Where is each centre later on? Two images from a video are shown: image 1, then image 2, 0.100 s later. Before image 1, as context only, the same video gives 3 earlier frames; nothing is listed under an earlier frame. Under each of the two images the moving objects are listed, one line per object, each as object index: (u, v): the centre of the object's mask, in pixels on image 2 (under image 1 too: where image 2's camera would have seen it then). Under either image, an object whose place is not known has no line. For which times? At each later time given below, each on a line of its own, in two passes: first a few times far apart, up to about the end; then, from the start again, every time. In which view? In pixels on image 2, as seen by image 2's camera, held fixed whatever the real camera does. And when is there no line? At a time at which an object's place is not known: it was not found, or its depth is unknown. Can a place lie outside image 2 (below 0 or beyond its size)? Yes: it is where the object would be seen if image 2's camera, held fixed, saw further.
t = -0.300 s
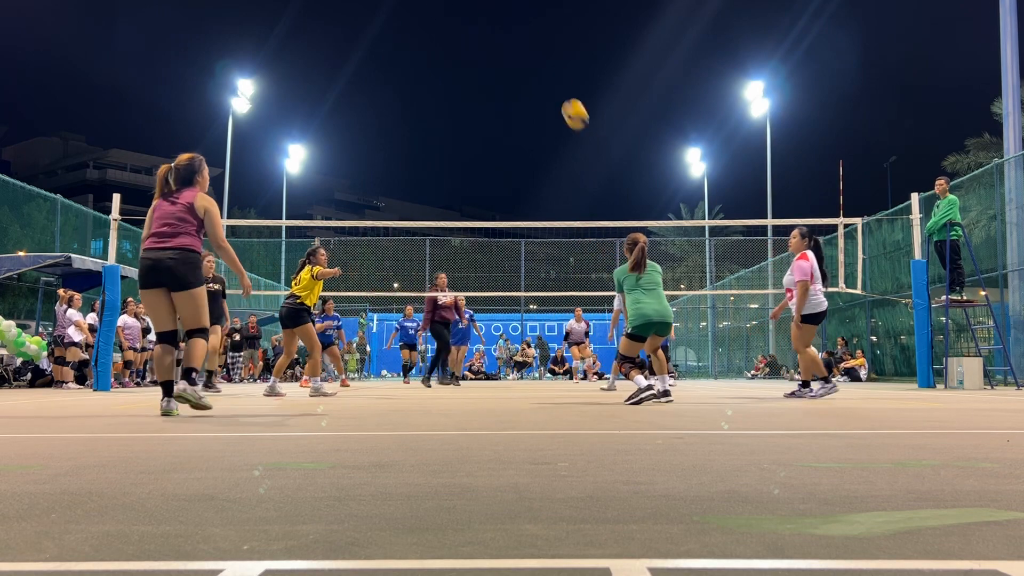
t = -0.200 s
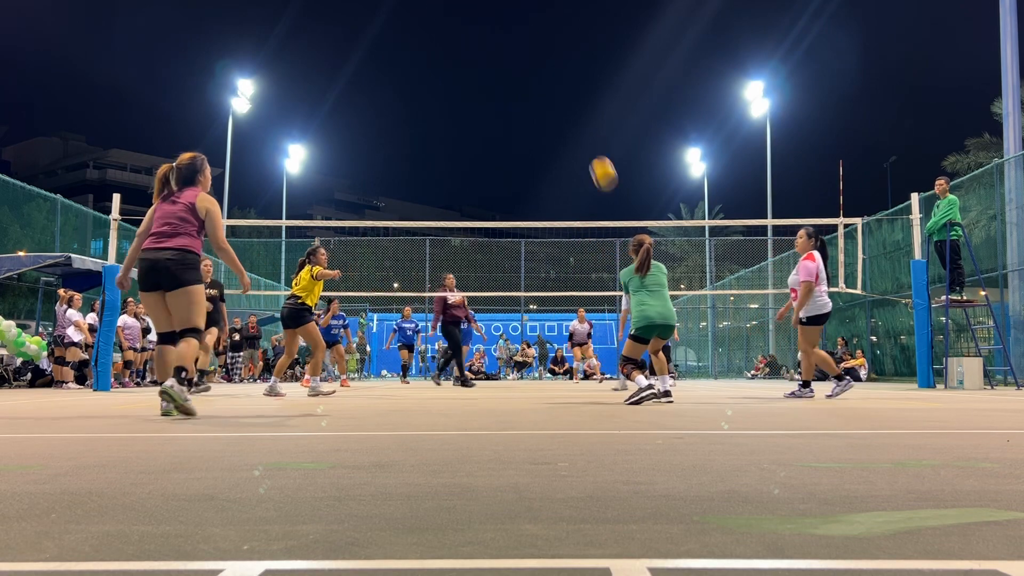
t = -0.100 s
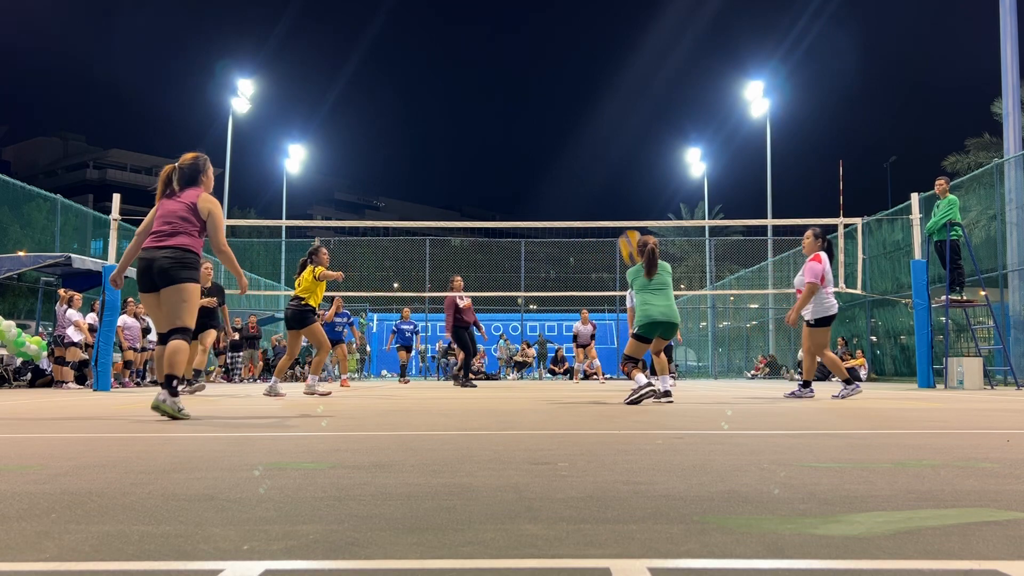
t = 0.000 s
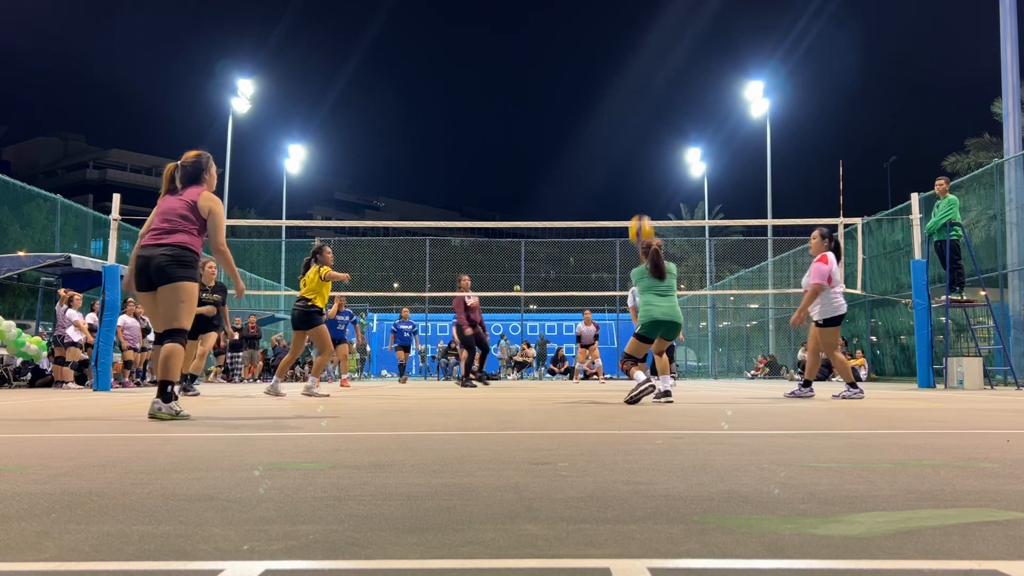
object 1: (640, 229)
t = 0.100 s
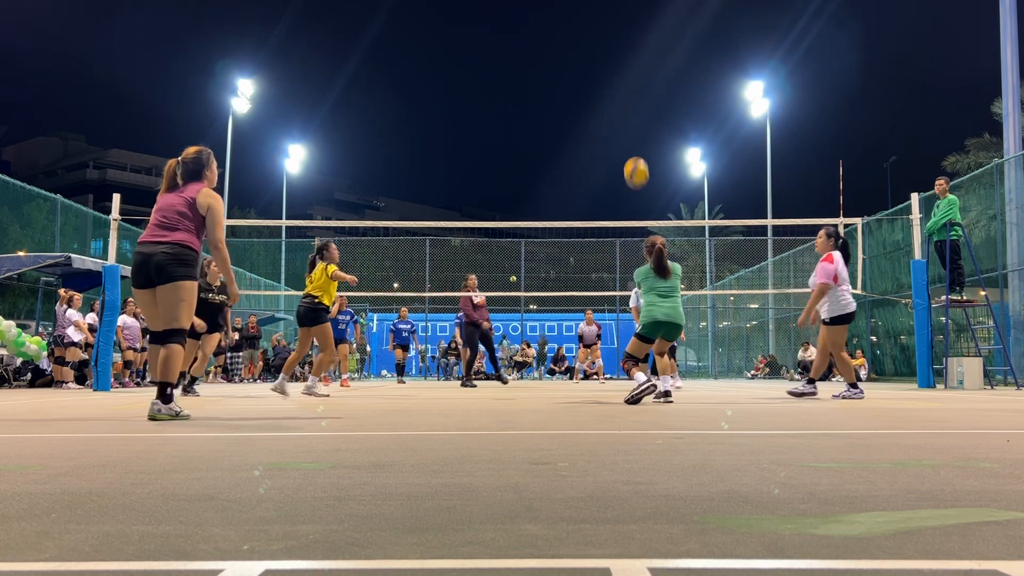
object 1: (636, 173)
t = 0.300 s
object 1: (627, 99)
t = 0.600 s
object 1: (614, 75)
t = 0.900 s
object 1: (603, 130)
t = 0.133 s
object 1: (635, 157)
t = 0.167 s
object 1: (633, 142)
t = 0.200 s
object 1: (632, 129)
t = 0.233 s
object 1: (630, 118)
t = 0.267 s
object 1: (629, 108)
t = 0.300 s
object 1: (627, 99)
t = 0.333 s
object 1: (626, 92)
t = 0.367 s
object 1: (624, 86)
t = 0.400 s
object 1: (623, 81)
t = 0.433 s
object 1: (621, 77)
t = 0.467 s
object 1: (620, 75)
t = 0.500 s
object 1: (618, 73)
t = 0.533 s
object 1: (617, 73)
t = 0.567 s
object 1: (616, 73)
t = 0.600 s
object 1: (614, 75)
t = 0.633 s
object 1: (613, 78)
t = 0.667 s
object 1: (611, 81)
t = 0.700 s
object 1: (610, 86)
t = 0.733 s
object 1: (609, 91)
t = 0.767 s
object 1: (608, 97)
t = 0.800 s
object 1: (606, 104)
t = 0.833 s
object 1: (605, 112)
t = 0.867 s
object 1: (604, 121)
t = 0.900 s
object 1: (603, 130)
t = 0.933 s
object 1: (602, 140)
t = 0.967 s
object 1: (601, 151)
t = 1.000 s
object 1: (600, 162)
